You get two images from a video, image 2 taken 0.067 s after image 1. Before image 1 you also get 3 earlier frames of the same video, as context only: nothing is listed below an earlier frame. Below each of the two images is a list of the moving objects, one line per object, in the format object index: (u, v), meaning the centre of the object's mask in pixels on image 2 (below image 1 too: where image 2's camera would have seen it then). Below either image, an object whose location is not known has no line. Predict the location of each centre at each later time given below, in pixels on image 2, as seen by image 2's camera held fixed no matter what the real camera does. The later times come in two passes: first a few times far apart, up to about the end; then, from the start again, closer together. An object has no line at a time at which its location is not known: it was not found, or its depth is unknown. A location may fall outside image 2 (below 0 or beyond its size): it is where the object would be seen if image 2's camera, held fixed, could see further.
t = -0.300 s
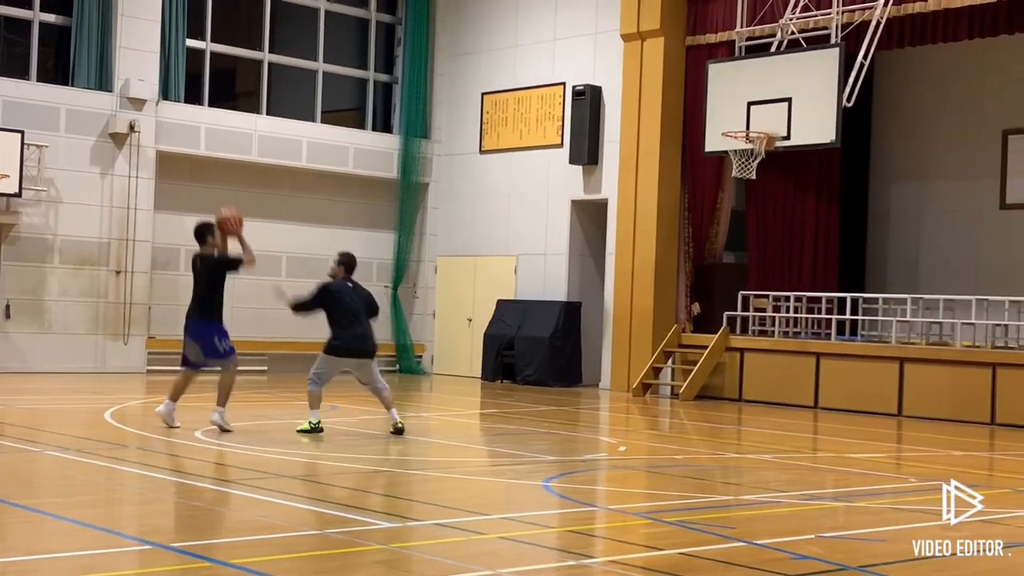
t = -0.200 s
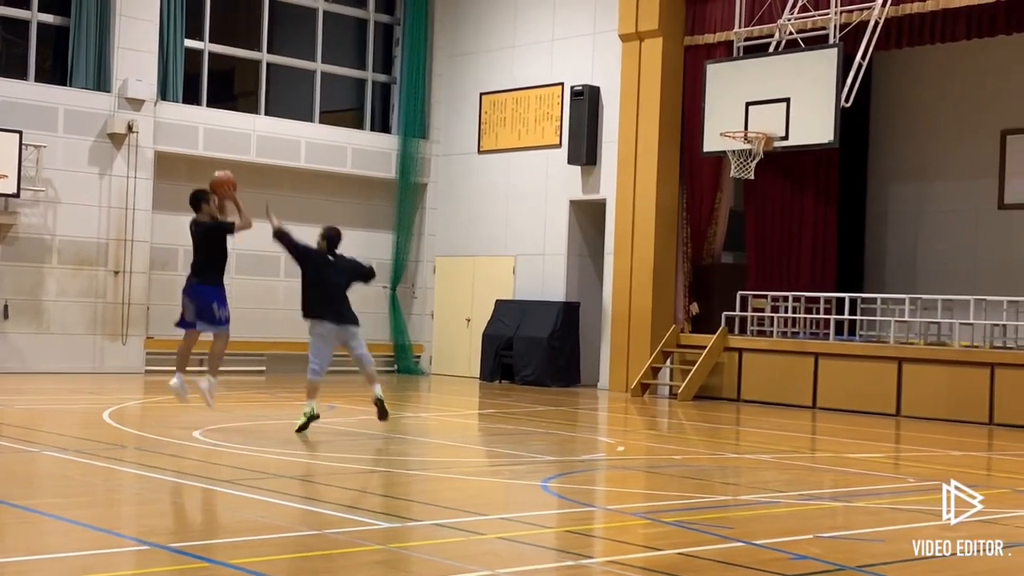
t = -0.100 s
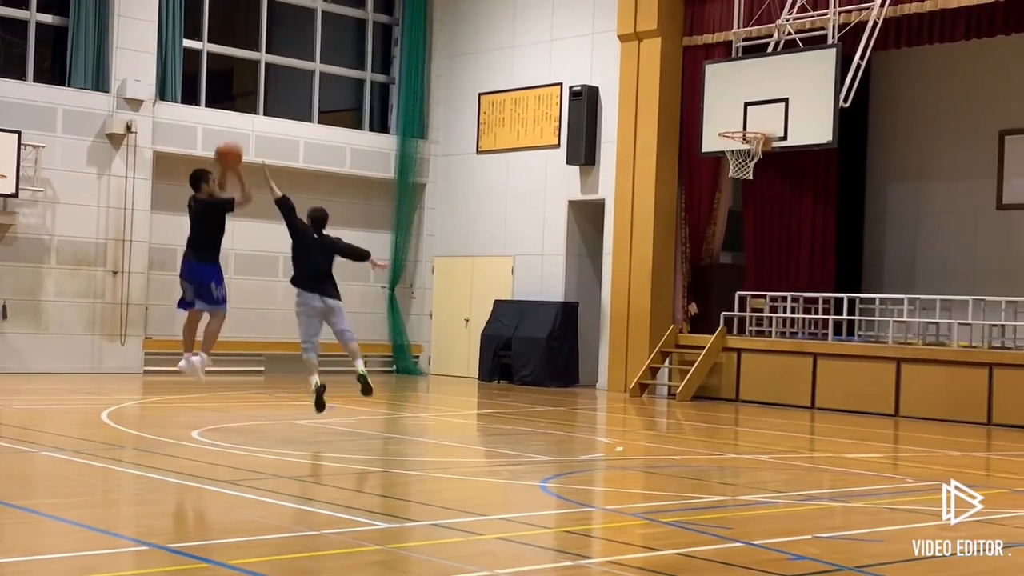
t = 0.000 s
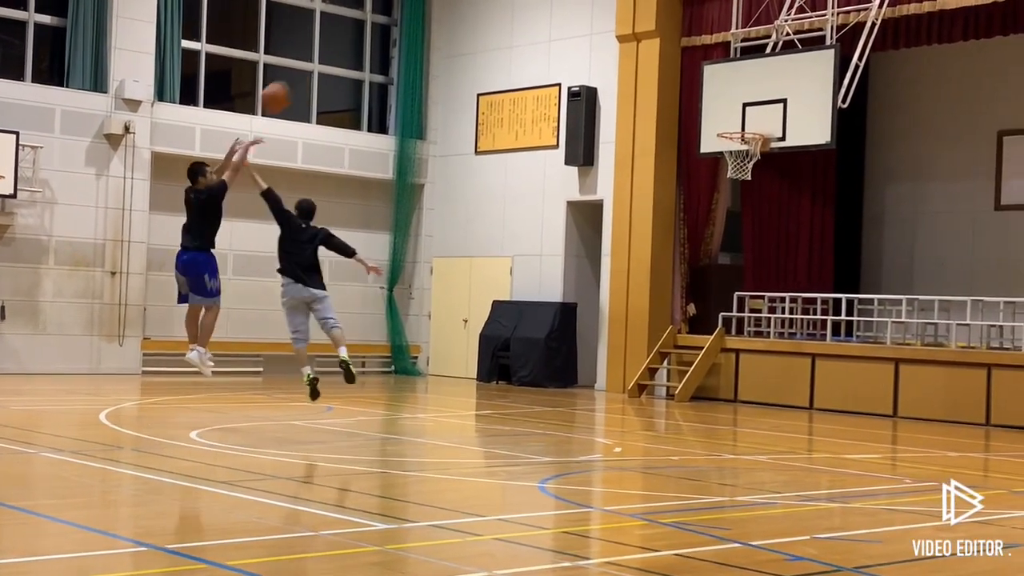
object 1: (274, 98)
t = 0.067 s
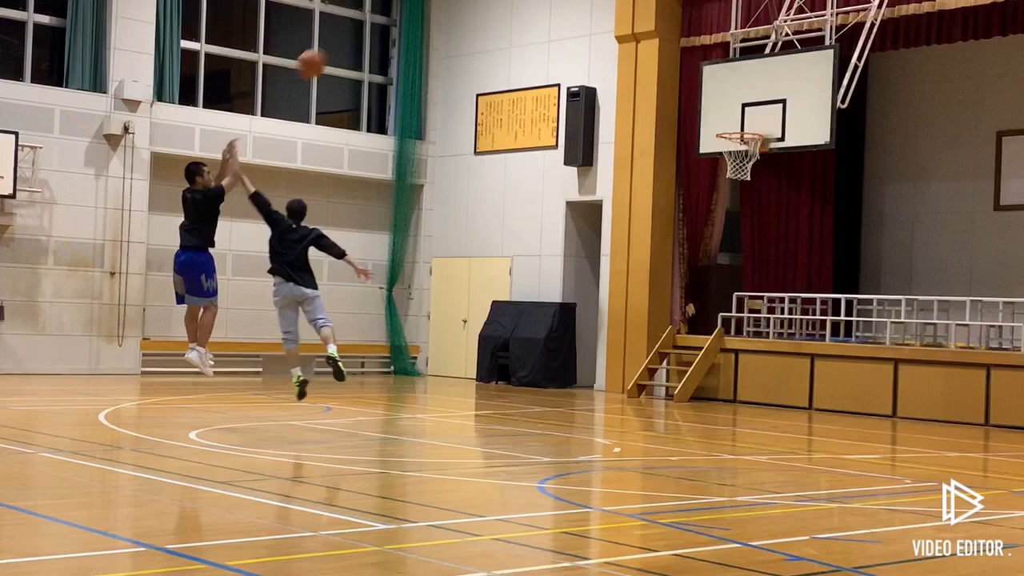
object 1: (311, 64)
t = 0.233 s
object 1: (397, 7)
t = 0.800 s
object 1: (635, 18)
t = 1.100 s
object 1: (738, 140)
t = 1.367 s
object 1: (762, 184)
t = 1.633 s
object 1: (774, 270)
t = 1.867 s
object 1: (784, 400)
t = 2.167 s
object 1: (780, 316)
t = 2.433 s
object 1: (772, 274)
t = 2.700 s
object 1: (761, 301)
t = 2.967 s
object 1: (748, 402)
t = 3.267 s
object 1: (739, 356)
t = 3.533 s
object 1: (733, 344)
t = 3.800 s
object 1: (722, 412)
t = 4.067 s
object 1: (714, 386)
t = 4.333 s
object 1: (706, 390)
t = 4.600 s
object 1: (698, 421)
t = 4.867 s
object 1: (689, 406)
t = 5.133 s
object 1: (677, 429)
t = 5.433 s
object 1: (665, 437)
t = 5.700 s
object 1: (653, 432)
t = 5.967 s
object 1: (641, 441)
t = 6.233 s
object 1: (628, 448)
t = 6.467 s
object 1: (615, 454)
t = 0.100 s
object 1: (330, 49)
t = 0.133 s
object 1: (346, 35)
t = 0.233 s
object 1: (397, 7)
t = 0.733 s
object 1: (611, 4)
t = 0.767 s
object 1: (623, 8)
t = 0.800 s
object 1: (635, 18)
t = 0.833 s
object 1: (648, 28)
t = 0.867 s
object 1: (660, 38)
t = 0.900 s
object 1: (673, 48)
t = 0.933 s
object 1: (684, 63)
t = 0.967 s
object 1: (693, 76)
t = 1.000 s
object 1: (705, 90)
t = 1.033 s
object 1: (716, 107)
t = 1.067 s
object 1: (726, 121)
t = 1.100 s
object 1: (738, 140)
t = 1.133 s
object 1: (749, 159)
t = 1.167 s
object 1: (752, 163)
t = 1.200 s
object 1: (753, 166)
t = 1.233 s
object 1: (755, 168)
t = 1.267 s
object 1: (758, 169)
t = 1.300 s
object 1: (759, 173)
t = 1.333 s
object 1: (761, 178)
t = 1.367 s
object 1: (762, 184)
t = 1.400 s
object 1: (764, 191)
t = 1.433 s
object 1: (766, 199)
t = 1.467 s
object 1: (767, 209)
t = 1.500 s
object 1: (769, 219)
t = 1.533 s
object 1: (770, 230)
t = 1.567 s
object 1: (771, 243)
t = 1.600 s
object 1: (773, 256)
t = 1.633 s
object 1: (774, 270)
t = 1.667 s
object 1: (776, 284)
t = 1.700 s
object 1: (778, 302)
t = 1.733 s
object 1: (779, 321)
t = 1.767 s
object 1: (779, 337)
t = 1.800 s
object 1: (781, 359)
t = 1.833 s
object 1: (784, 380)
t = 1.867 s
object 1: (784, 400)
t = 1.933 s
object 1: (785, 407)
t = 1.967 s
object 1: (784, 391)
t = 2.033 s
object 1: (784, 359)
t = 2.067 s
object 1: (782, 349)
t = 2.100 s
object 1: (782, 336)
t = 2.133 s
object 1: (781, 327)
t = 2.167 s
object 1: (780, 316)
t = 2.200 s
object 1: (779, 307)
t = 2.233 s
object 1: (778, 298)
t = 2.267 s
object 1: (778, 291)
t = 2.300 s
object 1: (776, 285)
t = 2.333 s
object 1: (775, 281)
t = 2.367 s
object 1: (774, 277)
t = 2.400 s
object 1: (773, 275)
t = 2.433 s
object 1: (772, 274)
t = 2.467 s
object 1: (771, 273)
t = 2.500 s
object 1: (769, 274)
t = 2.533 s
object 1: (768, 275)
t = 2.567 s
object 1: (767, 278)
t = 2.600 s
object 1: (765, 282)
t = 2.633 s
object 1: (764, 287)
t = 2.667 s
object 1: (763, 292)
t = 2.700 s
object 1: (761, 301)
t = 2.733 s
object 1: (759, 309)
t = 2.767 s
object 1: (758, 321)
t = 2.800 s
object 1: (756, 329)
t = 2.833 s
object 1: (755, 342)
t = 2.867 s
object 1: (752, 356)
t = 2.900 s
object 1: (752, 371)
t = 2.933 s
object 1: (749, 385)
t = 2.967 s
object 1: (748, 402)
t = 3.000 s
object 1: (745, 421)
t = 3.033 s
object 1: (744, 424)
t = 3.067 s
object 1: (743, 412)
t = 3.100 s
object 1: (743, 399)
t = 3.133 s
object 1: (742, 388)
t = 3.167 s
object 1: (741, 378)
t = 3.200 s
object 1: (741, 370)
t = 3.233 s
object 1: (740, 361)
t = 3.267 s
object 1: (739, 356)
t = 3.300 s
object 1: (738, 349)
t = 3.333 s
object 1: (738, 345)
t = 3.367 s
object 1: (737, 342)
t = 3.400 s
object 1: (736, 340)
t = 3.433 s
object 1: (735, 340)
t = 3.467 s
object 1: (734, 340)
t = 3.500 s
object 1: (733, 341)
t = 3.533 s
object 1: (733, 344)
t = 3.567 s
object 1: (730, 348)
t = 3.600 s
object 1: (729, 354)
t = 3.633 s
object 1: (727, 360)
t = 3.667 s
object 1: (727, 367)
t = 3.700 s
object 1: (725, 376)
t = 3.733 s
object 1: (723, 388)
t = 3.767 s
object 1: (722, 399)
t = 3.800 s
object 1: (722, 412)
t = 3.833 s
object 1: (720, 425)
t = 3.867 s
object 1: (718, 433)
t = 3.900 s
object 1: (718, 422)
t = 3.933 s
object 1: (717, 412)
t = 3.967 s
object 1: (716, 403)
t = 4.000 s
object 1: (715, 396)
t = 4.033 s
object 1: (715, 389)
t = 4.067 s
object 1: (714, 386)
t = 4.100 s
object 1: (713, 381)
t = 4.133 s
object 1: (712, 379)
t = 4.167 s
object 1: (712, 378)
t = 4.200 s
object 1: (712, 379)
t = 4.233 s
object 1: (710, 379)
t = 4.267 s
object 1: (709, 382)
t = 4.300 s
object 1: (708, 385)
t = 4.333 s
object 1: (706, 390)
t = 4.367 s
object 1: (705, 396)
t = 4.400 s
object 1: (705, 404)
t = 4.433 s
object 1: (704, 413)
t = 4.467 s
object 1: (702, 425)
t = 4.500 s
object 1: (700, 437)
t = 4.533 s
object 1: (699, 437)
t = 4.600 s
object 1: (698, 421)
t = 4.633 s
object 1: (697, 414)
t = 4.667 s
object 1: (695, 409)
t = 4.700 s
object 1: (695, 404)
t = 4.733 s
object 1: (693, 402)
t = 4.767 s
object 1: (693, 401)
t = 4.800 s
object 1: (692, 401)
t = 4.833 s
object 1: (690, 403)
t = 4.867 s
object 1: (689, 406)
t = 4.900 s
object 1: (687, 410)
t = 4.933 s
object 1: (686, 416)
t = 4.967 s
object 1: (684, 423)
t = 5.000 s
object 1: (683, 430)
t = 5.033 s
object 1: (681, 441)
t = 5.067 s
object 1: (680, 442)
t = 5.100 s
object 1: (679, 435)
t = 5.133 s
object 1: (677, 429)
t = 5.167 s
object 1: (676, 425)
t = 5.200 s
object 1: (675, 422)
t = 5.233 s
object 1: (674, 420)
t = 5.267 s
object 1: (672, 419)
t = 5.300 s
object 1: (671, 419)
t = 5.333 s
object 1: (670, 422)
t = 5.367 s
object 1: (668, 425)
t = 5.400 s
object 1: (666, 430)
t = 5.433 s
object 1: (665, 437)
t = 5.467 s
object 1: (663, 445)
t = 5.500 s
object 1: (662, 447)
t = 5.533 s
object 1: (661, 441)
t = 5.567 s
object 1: (659, 437)
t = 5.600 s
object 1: (658, 433)
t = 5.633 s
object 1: (656, 432)
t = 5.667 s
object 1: (655, 431)
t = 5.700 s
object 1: (653, 432)
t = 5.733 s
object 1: (652, 434)
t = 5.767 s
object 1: (650, 438)
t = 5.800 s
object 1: (648, 443)
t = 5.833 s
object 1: (647, 449)
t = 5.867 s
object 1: (645, 451)
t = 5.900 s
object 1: (644, 447)
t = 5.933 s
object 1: (642, 443)
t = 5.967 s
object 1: (641, 441)
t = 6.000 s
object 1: (639, 441)
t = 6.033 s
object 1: (638, 441)
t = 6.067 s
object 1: (636, 444)
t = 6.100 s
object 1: (634, 448)
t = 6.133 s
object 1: (632, 453)
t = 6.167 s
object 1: (631, 456)
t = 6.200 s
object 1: (629, 450)
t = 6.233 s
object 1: (628, 448)
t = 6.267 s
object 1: (626, 447)
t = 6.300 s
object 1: (624, 447)
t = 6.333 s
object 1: (622, 448)
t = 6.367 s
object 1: (620, 451)
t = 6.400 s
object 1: (618, 456)
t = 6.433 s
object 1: (617, 458)
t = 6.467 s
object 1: (615, 454)
